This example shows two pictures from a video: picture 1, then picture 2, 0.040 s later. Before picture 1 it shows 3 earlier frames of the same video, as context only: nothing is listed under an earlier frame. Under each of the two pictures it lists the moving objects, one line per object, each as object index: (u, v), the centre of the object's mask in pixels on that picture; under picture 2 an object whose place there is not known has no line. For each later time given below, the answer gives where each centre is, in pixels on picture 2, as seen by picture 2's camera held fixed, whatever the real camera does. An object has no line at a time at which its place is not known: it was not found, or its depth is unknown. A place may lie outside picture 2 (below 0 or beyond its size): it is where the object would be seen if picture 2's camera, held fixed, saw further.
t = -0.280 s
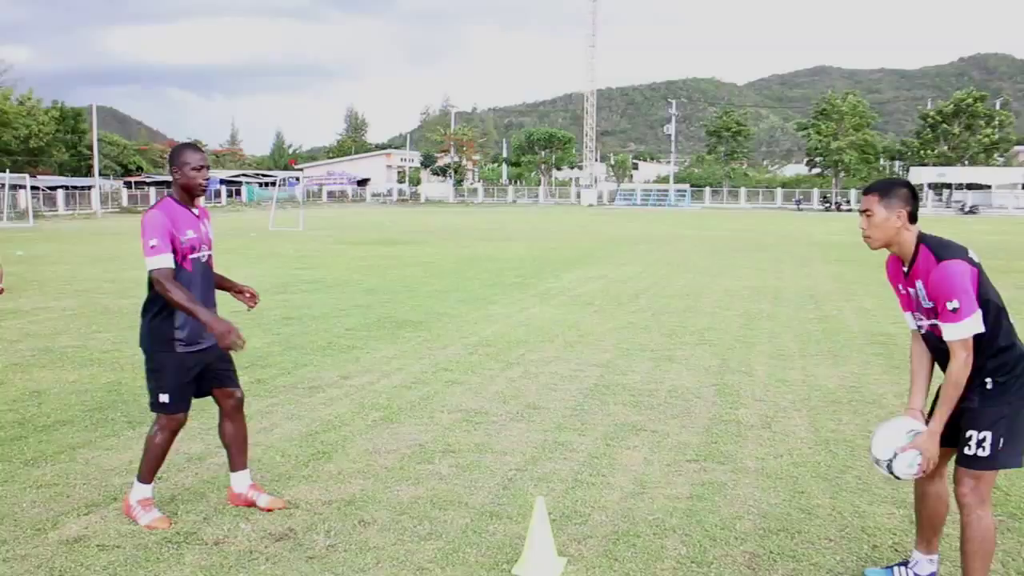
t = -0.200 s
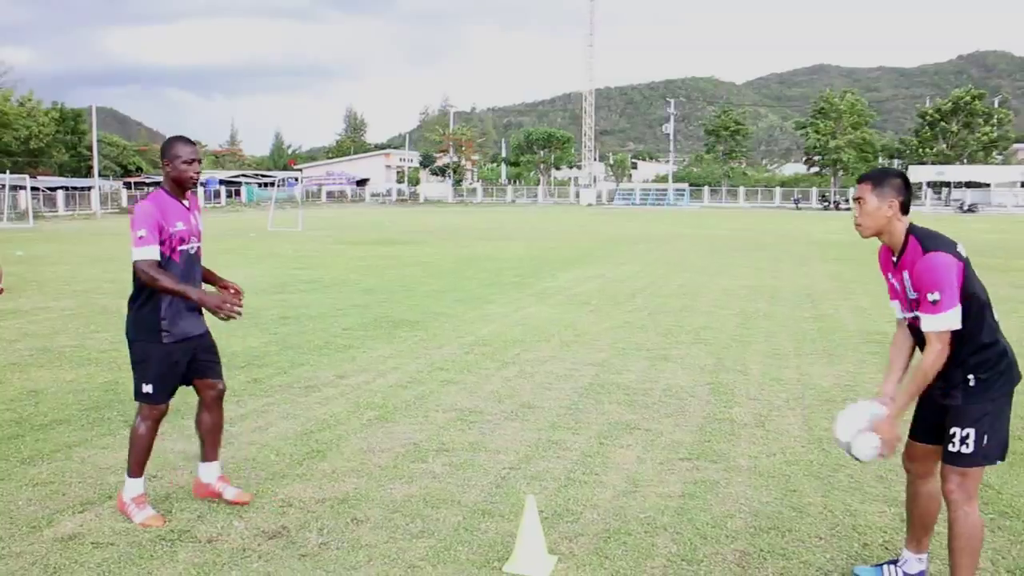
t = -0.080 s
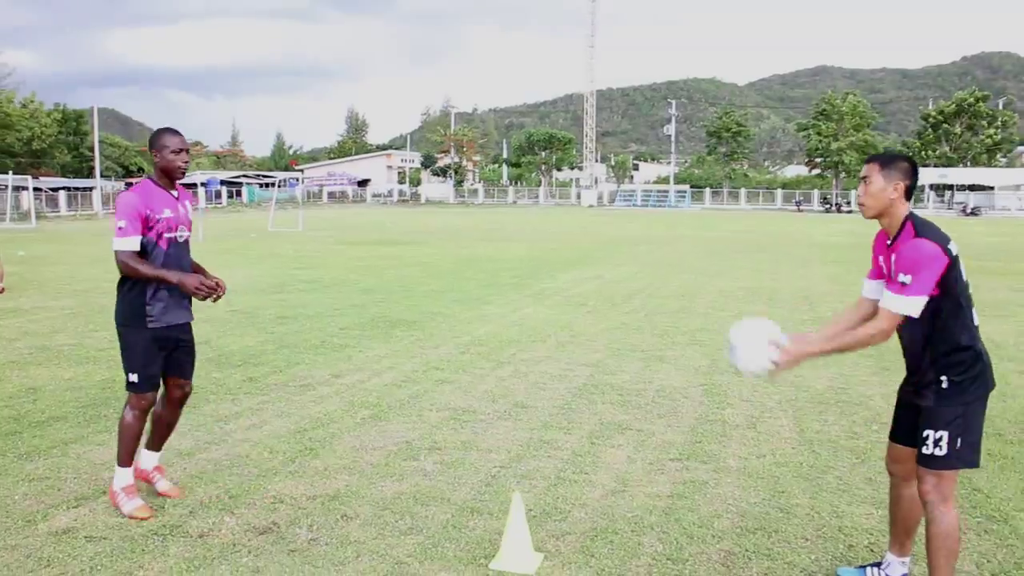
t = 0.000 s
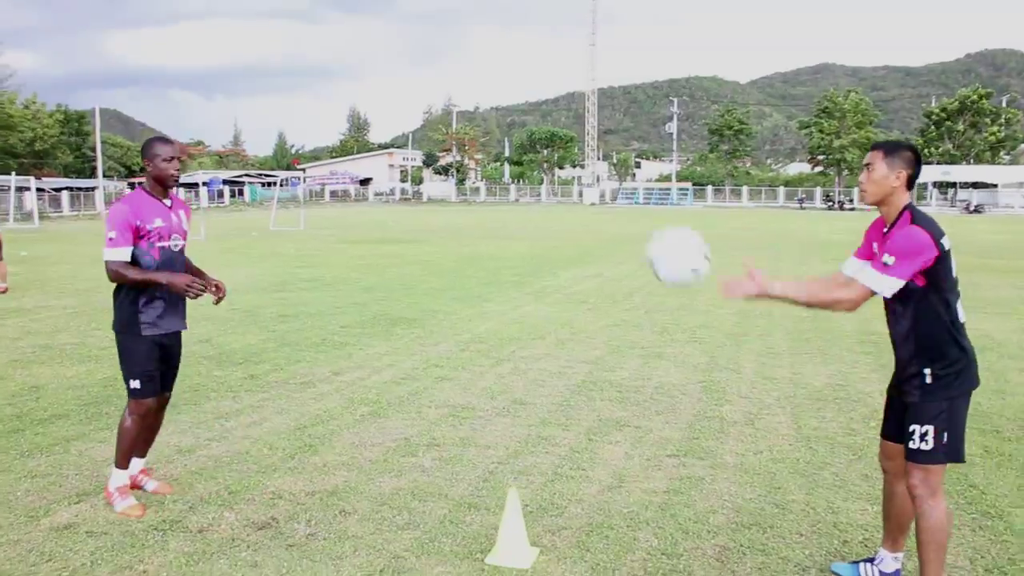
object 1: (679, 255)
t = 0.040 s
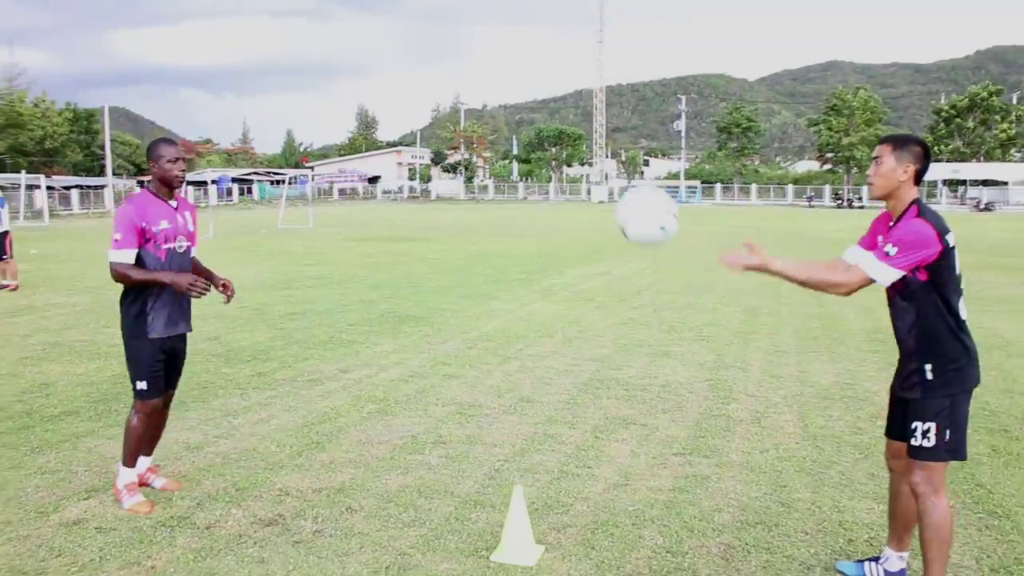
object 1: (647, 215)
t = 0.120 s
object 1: (577, 152)
